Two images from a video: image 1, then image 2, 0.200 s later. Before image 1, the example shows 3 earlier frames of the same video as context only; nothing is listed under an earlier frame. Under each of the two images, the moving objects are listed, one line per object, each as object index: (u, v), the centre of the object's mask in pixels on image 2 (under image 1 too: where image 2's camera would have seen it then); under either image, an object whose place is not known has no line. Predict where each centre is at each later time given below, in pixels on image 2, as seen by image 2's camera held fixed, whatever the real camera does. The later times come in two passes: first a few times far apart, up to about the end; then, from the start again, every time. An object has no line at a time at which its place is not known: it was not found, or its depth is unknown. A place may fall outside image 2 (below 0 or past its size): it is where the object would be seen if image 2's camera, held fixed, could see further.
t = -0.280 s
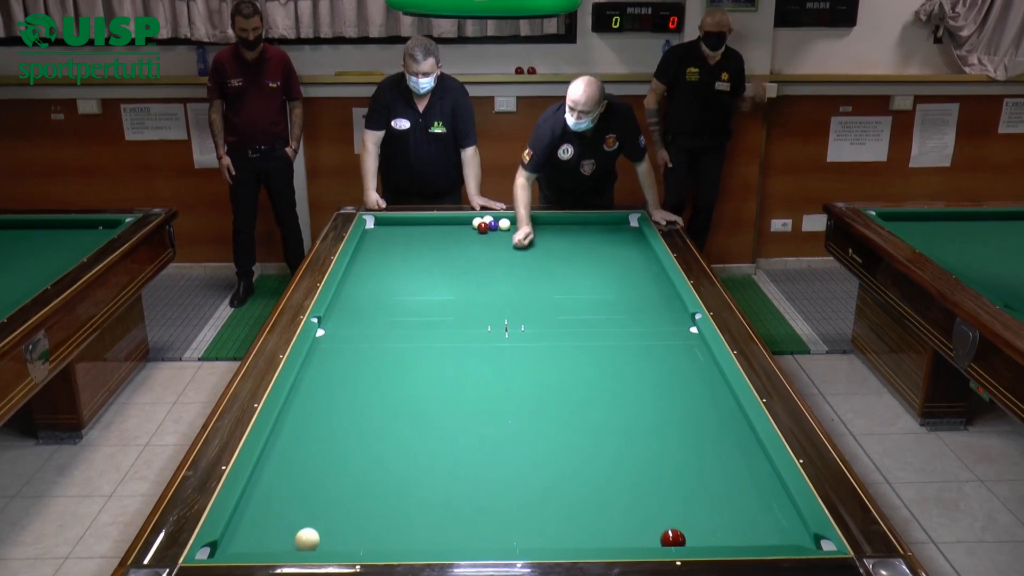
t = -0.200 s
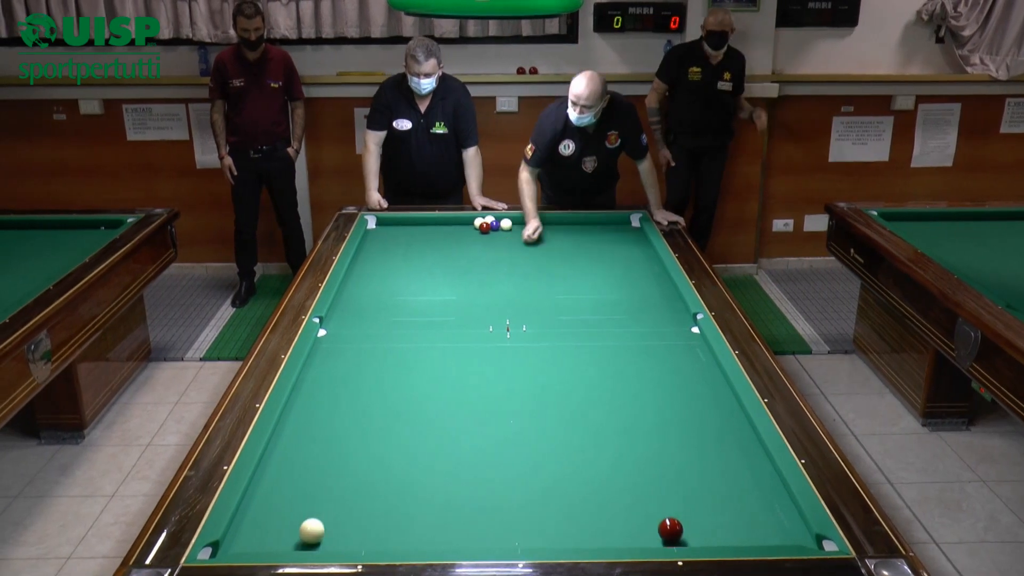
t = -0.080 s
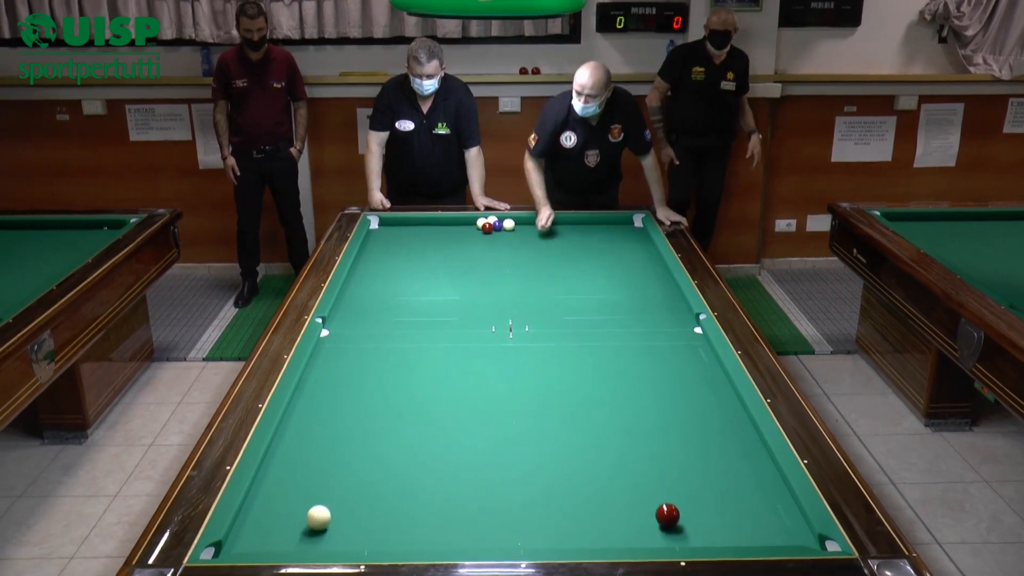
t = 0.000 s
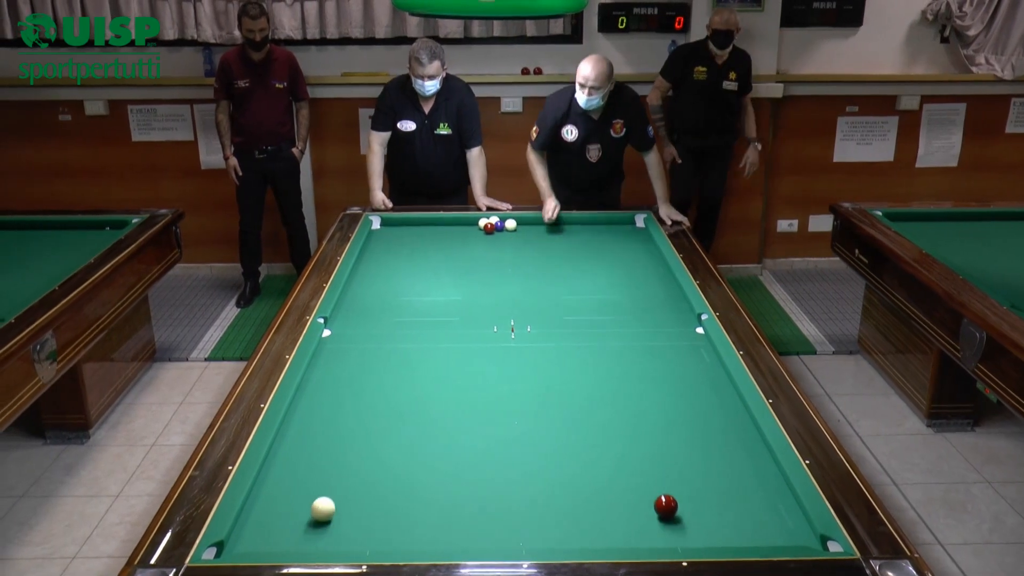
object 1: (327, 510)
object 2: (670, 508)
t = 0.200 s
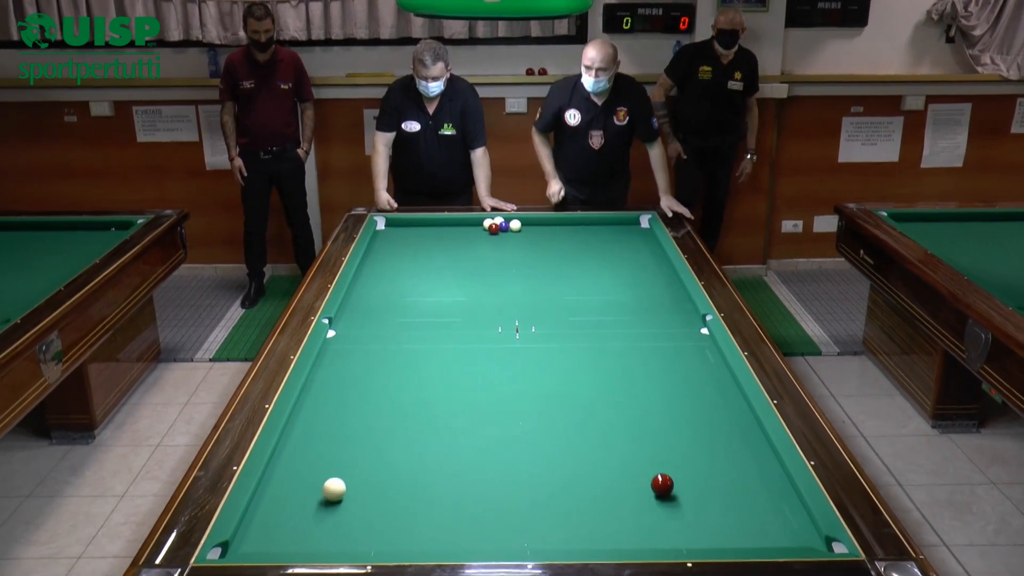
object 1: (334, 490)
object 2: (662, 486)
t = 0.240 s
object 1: (335, 486)
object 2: (661, 482)
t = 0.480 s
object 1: (342, 464)
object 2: (652, 458)
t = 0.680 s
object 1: (347, 448)
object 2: (645, 440)
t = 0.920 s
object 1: (352, 429)
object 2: (638, 421)
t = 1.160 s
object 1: (358, 413)
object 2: (632, 403)
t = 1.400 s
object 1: (363, 398)
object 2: (626, 387)
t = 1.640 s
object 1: (368, 384)
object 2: (621, 373)
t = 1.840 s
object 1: (372, 374)
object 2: (618, 362)
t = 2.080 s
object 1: (376, 362)
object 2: (614, 349)
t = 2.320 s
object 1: (381, 351)
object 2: (610, 338)
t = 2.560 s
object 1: (385, 341)
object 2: (606, 328)
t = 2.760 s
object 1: (388, 334)
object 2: (603, 320)
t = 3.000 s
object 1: (391, 325)
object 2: (599, 311)
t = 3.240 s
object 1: (395, 317)
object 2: (596, 303)
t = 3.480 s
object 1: (397, 310)
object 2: (593, 295)
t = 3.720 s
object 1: (400, 303)
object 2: (591, 288)
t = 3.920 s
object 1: (402, 298)
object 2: (589, 282)
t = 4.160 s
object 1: (404, 292)
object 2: (587, 276)
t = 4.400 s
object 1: (407, 286)
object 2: (585, 271)
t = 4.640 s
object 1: (409, 281)
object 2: (583, 265)
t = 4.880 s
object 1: (411, 277)
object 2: (581, 260)
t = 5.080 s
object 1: (413, 273)
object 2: (580, 257)
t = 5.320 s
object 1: (415, 269)
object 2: (579, 252)
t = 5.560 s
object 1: (417, 265)
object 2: (578, 248)
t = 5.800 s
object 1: (418, 262)
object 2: (577, 245)
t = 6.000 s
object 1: (420, 259)
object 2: (577, 242)
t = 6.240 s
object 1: (421, 257)
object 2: (576, 239)
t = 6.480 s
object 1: (423, 254)
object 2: (575, 236)
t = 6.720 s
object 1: (424, 252)
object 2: (574, 233)
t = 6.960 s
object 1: (425, 249)
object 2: (573, 230)
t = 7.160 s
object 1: (426, 248)
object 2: (572, 229)
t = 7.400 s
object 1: (427, 246)
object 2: (571, 226)
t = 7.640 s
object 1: (428, 244)
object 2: (569, 224)
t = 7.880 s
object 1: (429, 243)
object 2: (568, 223)
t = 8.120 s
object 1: (430, 242)
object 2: (568, 223)
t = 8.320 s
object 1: (430, 241)
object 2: (567, 223)
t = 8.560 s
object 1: (431, 240)
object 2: (567, 224)
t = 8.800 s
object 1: (431, 239)
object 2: (567, 225)
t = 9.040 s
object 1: (432, 238)
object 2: (566, 225)
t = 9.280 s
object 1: (432, 238)
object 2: (566, 225)
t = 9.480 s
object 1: (432, 238)
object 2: (566, 225)
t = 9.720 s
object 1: (432, 238)
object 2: (566, 225)
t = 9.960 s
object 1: (432, 238)
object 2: (566, 225)
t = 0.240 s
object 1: (335, 486)
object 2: (661, 482)
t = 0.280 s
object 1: (336, 482)
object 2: (659, 477)
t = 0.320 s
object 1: (337, 478)
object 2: (657, 473)
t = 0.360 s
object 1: (338, 475)
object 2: (656, 469)
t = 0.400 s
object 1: (339, 471)
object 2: (654, 465)
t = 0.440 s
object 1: (341, 468)
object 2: (653, 461)
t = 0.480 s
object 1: (342, 464)
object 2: (652, 458)
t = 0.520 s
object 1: (343, 461)
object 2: (651, 454)
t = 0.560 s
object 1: (344, 457)
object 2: (649, 451)
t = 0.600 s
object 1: (345, 454)
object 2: (648, 447)
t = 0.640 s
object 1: (346, 451)
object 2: (647, 444)
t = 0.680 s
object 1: (347, 448)
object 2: (645, 440)
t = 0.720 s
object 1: (348, 444)
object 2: (644, 437)
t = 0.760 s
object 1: (349, 441)
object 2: (643, 434)
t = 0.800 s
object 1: (350, 438)
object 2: (642, 430)
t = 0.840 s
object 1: (351, 435)
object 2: (641, 427)
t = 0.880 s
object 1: (352, 432)
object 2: (639, 424)
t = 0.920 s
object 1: (352, 429)
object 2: (638, 421)
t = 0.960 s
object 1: (353, 426)
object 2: (637, 418)
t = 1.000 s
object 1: (354, 424)
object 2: (636, 415)
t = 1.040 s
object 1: (355, 421)
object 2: (635, 412)
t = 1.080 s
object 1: (356, 418)
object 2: (634, 409)
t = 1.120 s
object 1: (357, 415)
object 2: (633, 406)
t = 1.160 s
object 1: (358, 413)
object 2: (632, 403)
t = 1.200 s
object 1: (359, 410)
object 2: (631, 401)
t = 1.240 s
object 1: (360, 408)
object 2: (630, 398)
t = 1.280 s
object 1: (360, 405)
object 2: (629, 395)
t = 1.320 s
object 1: (361, 403)
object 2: (628, 392)
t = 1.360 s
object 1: (362, 400)
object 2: (627, 390)
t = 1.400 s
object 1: (363, 398)
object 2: (626, 387)
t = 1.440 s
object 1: (364, 395)
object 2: (625, 385)
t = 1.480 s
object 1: (365, 393)
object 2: (624, 382)
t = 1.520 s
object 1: (366, 391)
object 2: (624, 380)
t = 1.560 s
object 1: (366, 389)
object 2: (623, 377)
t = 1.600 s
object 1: (367, 386)
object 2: (622, 375)
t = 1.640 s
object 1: (368, 384)
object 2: (621, 373)
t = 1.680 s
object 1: (369, 382)
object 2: (621, 371)
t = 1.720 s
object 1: (369, 380)
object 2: (620, 368)
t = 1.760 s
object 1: (370, 378)
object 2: (620, 366)
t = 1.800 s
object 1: (371, 376)
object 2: (619, 364)
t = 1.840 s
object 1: (372, 374)
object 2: (618, 362)
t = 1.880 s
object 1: (373, 371)
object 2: (617, 360)
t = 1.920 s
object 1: (373, 370)
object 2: (617, 358)
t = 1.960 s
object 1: (374, 368)
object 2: (616, 356)
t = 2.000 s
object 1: (375, 366)
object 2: (615, 353)
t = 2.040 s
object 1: (376, 364)
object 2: (614, 352)
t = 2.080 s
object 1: (376, 362)
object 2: (614, 349)
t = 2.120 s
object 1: (377, 360)
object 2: (613, 348)
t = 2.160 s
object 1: (378, 358)
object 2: (612, 346)
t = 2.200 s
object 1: (379, 356)
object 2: (612, 344)
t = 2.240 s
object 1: (379, 355)
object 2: (611, 342)
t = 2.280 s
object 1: (380, 353)
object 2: (611, 340)
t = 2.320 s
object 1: (381, 351)
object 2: (610, 338)
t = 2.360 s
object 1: (381, 349)
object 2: (609, 337)
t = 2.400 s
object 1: (382, 348)
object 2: (608, 335)
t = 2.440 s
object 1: (383, 346)
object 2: (608, 333)
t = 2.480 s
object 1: (384, 344)
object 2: (607, 331)
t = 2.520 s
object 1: (384, 343)
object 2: (607, 329)
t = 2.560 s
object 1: (385, 341)
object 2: (606, 328)
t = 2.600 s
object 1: (385, 340)
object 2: (605, 326)
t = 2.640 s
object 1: (386, 338)
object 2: (605, 325)
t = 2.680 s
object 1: (387, 337)
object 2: (604, 323)
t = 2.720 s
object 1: (387, 335)
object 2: (604, 321)
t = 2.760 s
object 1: (388, 334)
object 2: (603, 320)
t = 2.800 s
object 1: (389, 332)
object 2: (602, 318)
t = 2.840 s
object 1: (389, 331)
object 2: (602, 317)
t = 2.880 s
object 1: (390, 329)
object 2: (601, 315)
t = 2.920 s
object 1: (390, 328)
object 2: (601, 314)
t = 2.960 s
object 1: (391, 327)
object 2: (600, 312)
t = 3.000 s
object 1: (391, 325)
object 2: (599, 311)
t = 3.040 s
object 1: (392, 324)
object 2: (599, 310)
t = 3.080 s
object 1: (392, 322)
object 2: (598, 308)
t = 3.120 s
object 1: (393, 321)
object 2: (598, 307)
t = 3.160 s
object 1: (394, 320)
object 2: (597, 305)
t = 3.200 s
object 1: (394, 318)
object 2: (597, 304)
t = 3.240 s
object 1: (395, 317)
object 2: (596, 303)
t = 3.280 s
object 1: (395, 316)
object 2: (596, 301)
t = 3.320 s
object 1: (395, 315)
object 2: (595, 300)
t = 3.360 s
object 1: (396, 313)
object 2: (595, 299)
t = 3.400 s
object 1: (396, 312)
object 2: (594, 297)
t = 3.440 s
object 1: (397, 311)
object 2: (594, 296)
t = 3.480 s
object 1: (397, 310)
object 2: (593, 295)
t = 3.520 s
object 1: (398, 309)
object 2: (593, 294)
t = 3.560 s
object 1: (398, 308)
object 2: (592, 293)
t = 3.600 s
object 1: (399, 306)
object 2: (592, 292)
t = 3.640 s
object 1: (399, 305)
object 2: (592, 290)
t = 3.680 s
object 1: (400, 304)
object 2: (591, 289)
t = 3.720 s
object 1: (400, 303)
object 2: (591, 288)
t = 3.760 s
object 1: (400, 302)
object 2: (590, 287)
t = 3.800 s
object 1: (401, 301)
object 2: (590, 286)
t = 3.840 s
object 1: (401, 300)
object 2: (590, 285)
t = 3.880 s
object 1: (401, 299)
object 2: (589, 284)
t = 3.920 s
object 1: (402, 298)
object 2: (589, 282)
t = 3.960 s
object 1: (402, 297)
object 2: (588, 281)
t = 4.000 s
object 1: (403, 296)
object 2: (588, 280)
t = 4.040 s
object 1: (403, 295)
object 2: (588, 279)
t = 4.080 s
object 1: (404, 294)
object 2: (588, 278)
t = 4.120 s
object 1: (404, 293)
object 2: (587, 277)
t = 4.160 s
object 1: (404, 292)
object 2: (587, 276)
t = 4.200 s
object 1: (405, 291)
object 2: (586, 275)
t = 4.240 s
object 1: (405, 290)
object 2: (586, 274)
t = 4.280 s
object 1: (406, 289)
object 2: (586, 273)
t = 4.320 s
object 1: (406, 288)
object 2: (585, 272)
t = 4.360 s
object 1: (406, 287)
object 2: (585, 271)
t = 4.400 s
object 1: (407, 286)
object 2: (585, 271)
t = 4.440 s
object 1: (407, 286)
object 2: (585, 270)
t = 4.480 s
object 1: (407, 285)
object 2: (584, 269)
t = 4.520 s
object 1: (408, 284)
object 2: (584, 268)
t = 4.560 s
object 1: (408, 283)
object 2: (583, 267)
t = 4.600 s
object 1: (408, 282)
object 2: (583, 266)
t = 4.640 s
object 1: (409, 281)
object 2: (583, 265)
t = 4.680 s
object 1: (409, 281)
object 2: (582, 265)
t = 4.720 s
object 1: (409, 280)
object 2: (582, 264)
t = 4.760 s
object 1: (410, 279)
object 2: (582, 263)
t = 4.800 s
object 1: (410, 278)
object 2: (582, 262)
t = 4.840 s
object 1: (411, 277)
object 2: (581, 261)
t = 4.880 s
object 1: (411, 277)
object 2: (581, 260)
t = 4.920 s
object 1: (411, 276)
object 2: (581, 260)
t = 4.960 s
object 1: (412, 275)
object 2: (581, 259)
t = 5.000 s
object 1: (412, 275)
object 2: (580, 258)
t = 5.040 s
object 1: (412, 274)
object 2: (580, 257)
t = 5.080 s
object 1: (413, 273)
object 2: (580, 257)
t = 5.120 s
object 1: (413, 272)
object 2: (580, 256)
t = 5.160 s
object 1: (413, 272)
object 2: (580, 255)
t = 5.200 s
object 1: (414, 271)
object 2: (579, 254)
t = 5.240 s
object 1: (414, 270)
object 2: (579, 254)
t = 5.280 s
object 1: (414, 270)
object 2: (579, 253)
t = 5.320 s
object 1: (415, 269)
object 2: (579, 252)
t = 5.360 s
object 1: (415, 268)
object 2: (579, 252)
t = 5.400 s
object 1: (415, 268)
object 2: (578, 251)
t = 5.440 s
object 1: (416, 267)
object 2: (578, 250)
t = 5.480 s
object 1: (416, 267)
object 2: (578, 250)
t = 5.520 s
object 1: (416, 266)
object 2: (578, 249)
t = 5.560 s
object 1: (417, 265)
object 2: (578, 248)
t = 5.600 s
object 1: (417, 265)
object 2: (578, 248)
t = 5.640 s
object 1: (417, 264)
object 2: (578, 247)
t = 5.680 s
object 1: (418, 264)
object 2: (577, 247)
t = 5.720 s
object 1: (418, 263)
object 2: (577, 246)
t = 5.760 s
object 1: (418, 262)
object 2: (577, 245)
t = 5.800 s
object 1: (418, 262)
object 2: (577, 245)
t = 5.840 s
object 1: (419, 262)
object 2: (577, 244)
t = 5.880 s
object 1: (419, 261)
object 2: (577, 243)
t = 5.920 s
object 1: (419, 260)
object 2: (577, 243)
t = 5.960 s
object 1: (419, 260)
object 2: (577, 242)
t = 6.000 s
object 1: (420, 259)
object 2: (577, 242)
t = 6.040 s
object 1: (420, 259)
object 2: (577, 241)
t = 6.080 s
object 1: (420, 258)
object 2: (577, 241)
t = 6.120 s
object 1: (421, 258)
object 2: (577, 240)
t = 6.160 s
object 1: (421, 257)
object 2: (577, 240)
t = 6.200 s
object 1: (421, 257)
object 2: (576, 239)
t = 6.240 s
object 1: (421, 257)
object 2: (576, 239)
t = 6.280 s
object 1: (422, 256)
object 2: (576, 238)
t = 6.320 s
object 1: (422, 256)
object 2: (576, 238)
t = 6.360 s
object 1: (422, 255)
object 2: (576, 237)
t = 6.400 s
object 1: (422, 255)
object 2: (576, 237)
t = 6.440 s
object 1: (422, 254)
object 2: (576, 236)
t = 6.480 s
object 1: (423, 254)
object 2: (575, 236)
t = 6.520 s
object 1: (423, 254)
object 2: (575, 235)
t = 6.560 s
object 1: (423, 253)
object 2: (575, 235)
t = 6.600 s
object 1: (423, 253)
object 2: (575, 234)
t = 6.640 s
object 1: (423, 252)
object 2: (575, 234)
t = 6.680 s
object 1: (424, 252)
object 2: (575, 233)
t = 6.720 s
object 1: (424, 252)
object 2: (574, 233)
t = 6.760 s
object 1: (424, 251)
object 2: (574, 233)
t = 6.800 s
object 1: (424, 251)
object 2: (574, 232)
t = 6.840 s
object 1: (425, 250)
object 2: (574, 232)
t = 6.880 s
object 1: (425, 250)
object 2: (574, 231)
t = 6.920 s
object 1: (425, 250)
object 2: (574, 231)
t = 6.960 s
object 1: (425, 249)
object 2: (573, 230)
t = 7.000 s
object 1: (425, 249)
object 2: (573, 230)
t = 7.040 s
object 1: (425, 249)
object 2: (573, 230)
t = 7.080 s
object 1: (426, 248)
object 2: (573, 229)
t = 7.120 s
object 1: (426, 248)
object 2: (572, 229)
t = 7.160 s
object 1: (426, 248)
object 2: (572, 229)
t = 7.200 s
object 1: (426, 247)
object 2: (572, 228)
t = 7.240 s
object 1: (426, 247)
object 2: (572, 228)
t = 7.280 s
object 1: (427, 247)
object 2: (571, 227)
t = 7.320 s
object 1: (427, 246)
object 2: (571, 227)
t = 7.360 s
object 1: (427, 246)
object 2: (571, 227)
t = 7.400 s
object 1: (427, 246)
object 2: (571, 226)
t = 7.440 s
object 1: (427, 245)
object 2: (571, 226)
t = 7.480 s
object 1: (428, 245)
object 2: (570, 226)
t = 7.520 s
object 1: (428, 245)
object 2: (570, 225)
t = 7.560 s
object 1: (428, 245)
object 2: (570, 225)
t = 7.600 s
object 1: (428, 245)
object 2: (570, 224)
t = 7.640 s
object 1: (428, 244)
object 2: (569, 224)
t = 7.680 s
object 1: (428, 244)
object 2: (569, 224)
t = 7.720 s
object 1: (428, 244)
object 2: (569, 224)
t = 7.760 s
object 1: (429, 244)
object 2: (569, 223)
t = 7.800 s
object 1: (429, 243)
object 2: (568, 223)
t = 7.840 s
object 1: (429, 243)
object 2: (568, 223)
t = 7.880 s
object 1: (429, 243)
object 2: (568, 223)
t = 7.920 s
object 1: (429, 243)
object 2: (568, 223)
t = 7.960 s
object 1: (429, 242)
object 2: (568, 223)
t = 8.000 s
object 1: (429, 242)
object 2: (568, 223)
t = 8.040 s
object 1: (429, 242)
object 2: (568, 223)
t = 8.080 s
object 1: (430, 242)
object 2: (568, 223)
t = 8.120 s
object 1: (430, 242)
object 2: (568, 223)
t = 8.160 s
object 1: (430, 241)
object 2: (568, 223)
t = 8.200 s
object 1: (430, 241)
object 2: (568, 223)
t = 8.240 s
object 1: (430, 241)
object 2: (568, 223)
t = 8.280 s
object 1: (430, 241)
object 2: (568, 223)
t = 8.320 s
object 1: (430, 241)
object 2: (567, 223)
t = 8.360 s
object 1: (430, 241)
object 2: (568, 224)
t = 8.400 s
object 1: (431, 240)
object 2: (567, 224)
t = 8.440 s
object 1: (431, 240)
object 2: (567, 224)
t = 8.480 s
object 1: (431, 240)
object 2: (567, 224)
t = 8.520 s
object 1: (431, 240)
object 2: (567, 224)
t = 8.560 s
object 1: (431, 240)
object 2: (567, 224)
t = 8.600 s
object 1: (431, 240)
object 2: (567, 224)
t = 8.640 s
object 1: (431, 240)
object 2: (567, 224)
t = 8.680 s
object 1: (431, 239)
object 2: (567, 224)
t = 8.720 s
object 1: (431, 239)
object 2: (567, 225)
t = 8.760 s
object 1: (431, 239)
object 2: (567, 225)
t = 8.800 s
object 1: (431, 239)
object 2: (567, 225)
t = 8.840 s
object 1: (432, 239)
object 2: (567, 225)
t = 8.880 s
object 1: (432, 239)
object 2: (567, 225)
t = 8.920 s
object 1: (432, 239)
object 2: (567, 225)
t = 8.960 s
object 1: (432, 239)
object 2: (567, 225)
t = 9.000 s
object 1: (432, 239)
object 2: (567, 225)
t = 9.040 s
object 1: (432, 238)
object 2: (566, 225)
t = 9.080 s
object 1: (432, 238)
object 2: (566, 225)
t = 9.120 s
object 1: (432, 238)
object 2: (566, 225)
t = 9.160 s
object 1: (432, 238)
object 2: (566, 225)
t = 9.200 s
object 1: (432, 238)
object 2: (567, 225)
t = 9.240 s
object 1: (432, 238)
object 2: (567, 225)
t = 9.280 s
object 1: (432, 238)
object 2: (566, 225)
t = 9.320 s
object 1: (432, 238)
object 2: (566, 225)
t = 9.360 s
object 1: (432, 238)
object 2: (566, 225)
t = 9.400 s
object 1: (432, 238)
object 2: (566, 225)
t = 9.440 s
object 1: (432, 238)
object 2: (566, 225)
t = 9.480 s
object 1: (432, 238)
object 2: (566, 225)
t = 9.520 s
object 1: (432, 238)
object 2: (566, 225)
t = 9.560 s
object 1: (432, 238)
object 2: (566, 225)
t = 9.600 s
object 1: (432, 238)
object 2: (566, 225)
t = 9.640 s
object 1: (432, 238)
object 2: (566, 226)
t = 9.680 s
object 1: (432, 238)
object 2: (566, 225)
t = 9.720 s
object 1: (432, 238)
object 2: (566, 225)
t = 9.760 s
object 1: (432, 238)
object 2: (566, 226)
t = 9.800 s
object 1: (432, 238)
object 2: (566, 226)
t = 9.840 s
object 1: (432, 238)
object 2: (566, 226)
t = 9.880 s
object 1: (432, 238)
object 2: (566, 225)
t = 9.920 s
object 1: (432, 238)
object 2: (566, 225)
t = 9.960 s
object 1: (432, 238)
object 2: (566, 225)
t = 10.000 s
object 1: (432, 238)
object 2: (566, 225)
